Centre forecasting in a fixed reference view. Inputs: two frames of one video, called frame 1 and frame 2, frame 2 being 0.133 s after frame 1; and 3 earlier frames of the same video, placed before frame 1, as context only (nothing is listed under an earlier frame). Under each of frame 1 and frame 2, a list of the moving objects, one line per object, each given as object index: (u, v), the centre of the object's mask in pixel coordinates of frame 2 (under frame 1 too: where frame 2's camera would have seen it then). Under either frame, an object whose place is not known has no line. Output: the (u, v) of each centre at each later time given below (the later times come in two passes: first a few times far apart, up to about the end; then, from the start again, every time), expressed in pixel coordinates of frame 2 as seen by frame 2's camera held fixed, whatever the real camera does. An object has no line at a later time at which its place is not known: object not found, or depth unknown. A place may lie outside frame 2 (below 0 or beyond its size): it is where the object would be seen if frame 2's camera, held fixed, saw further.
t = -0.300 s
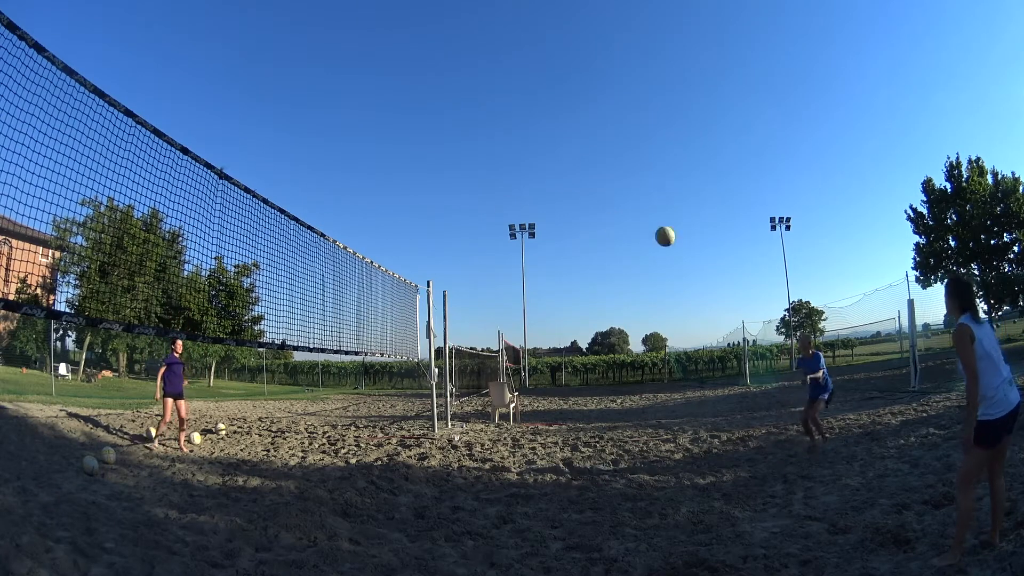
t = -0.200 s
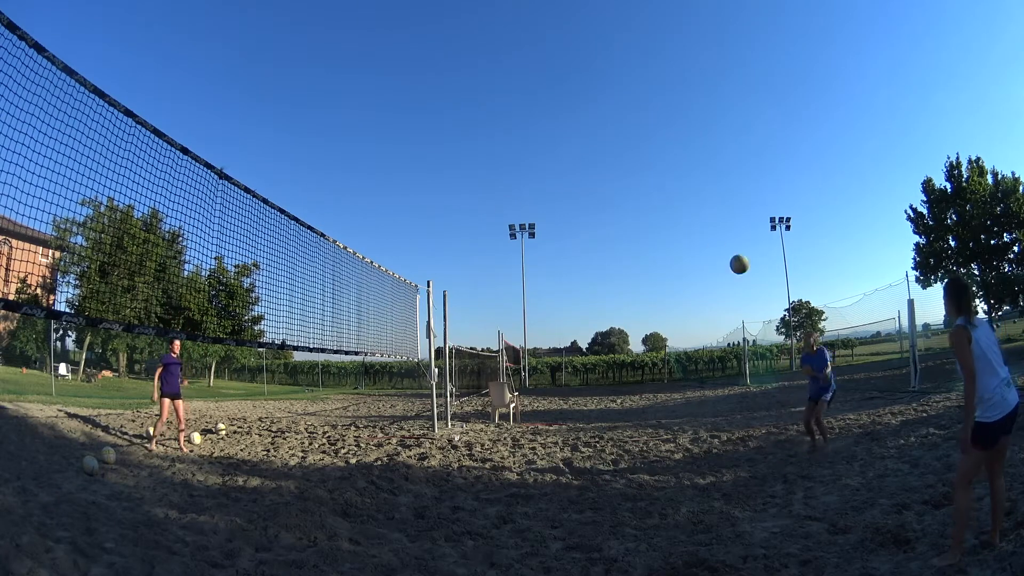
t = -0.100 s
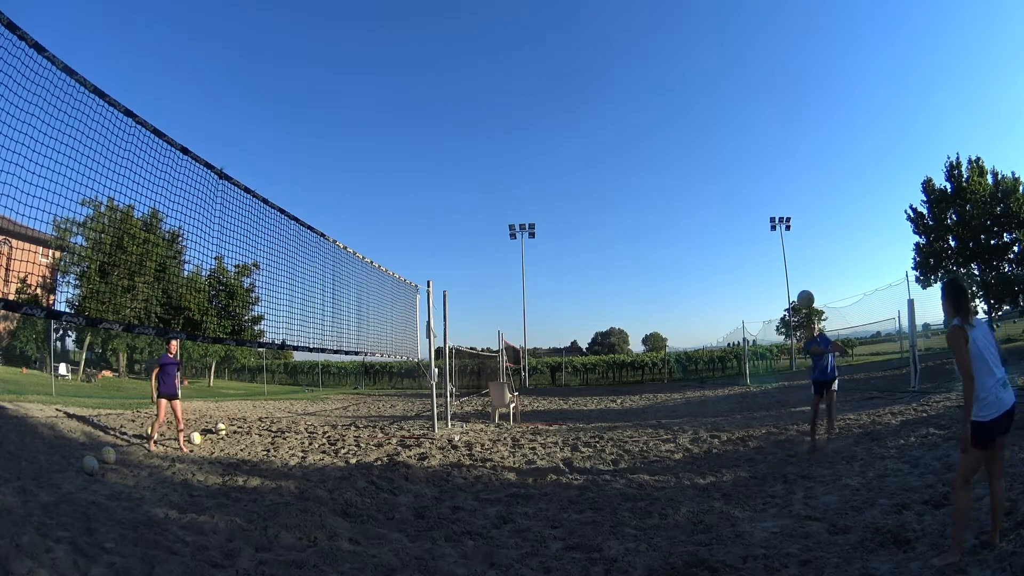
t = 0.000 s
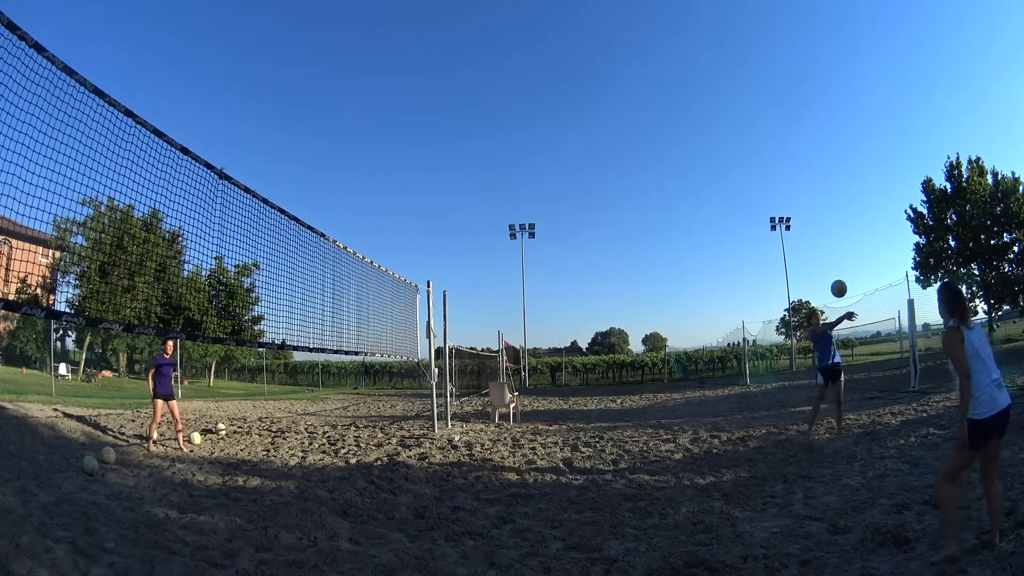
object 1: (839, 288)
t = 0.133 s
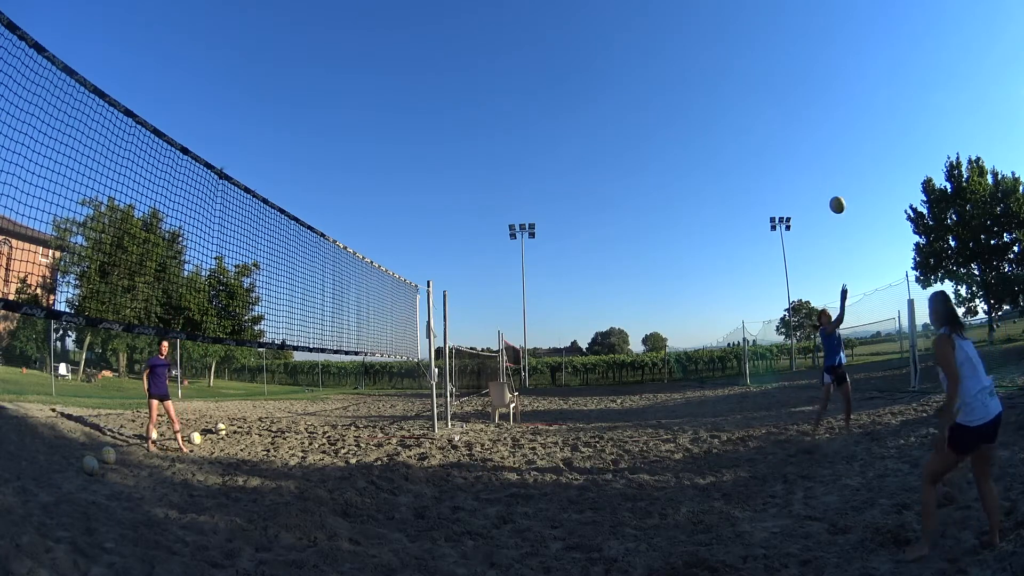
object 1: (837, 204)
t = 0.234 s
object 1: (835, 156)
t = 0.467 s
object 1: (832, 80)
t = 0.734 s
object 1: (840, 44)
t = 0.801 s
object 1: (845, 42)
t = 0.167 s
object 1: (836, 187)
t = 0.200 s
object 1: (835, 171)
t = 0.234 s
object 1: (835, 156)
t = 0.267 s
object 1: (834, 142)
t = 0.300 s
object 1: (834, 129)
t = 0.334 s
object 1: (833, 117)
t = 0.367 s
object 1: (832, 107)
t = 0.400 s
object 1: (832, 97)
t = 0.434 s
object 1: (832, 88)
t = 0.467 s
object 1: (832, 80)
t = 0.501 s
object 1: (832, 73)
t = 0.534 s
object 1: (833, 67)
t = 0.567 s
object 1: (834, 61)
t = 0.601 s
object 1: (835, 57)
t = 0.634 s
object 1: (836, 52)
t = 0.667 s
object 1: (837, 49)
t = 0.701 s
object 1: (839, 46)
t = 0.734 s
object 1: (840, 44)
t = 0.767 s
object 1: (843, 43)
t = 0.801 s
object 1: (845, 42)
